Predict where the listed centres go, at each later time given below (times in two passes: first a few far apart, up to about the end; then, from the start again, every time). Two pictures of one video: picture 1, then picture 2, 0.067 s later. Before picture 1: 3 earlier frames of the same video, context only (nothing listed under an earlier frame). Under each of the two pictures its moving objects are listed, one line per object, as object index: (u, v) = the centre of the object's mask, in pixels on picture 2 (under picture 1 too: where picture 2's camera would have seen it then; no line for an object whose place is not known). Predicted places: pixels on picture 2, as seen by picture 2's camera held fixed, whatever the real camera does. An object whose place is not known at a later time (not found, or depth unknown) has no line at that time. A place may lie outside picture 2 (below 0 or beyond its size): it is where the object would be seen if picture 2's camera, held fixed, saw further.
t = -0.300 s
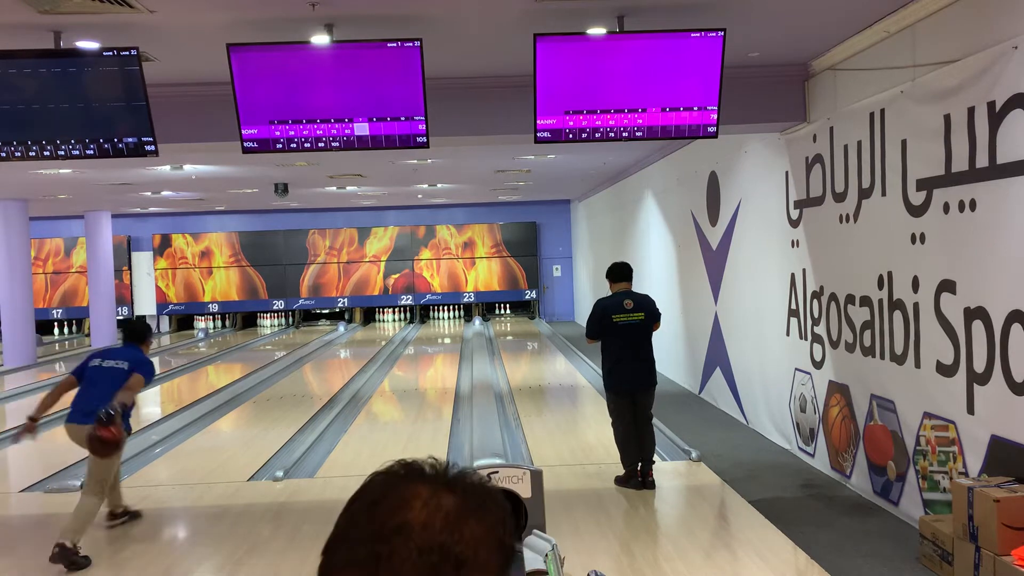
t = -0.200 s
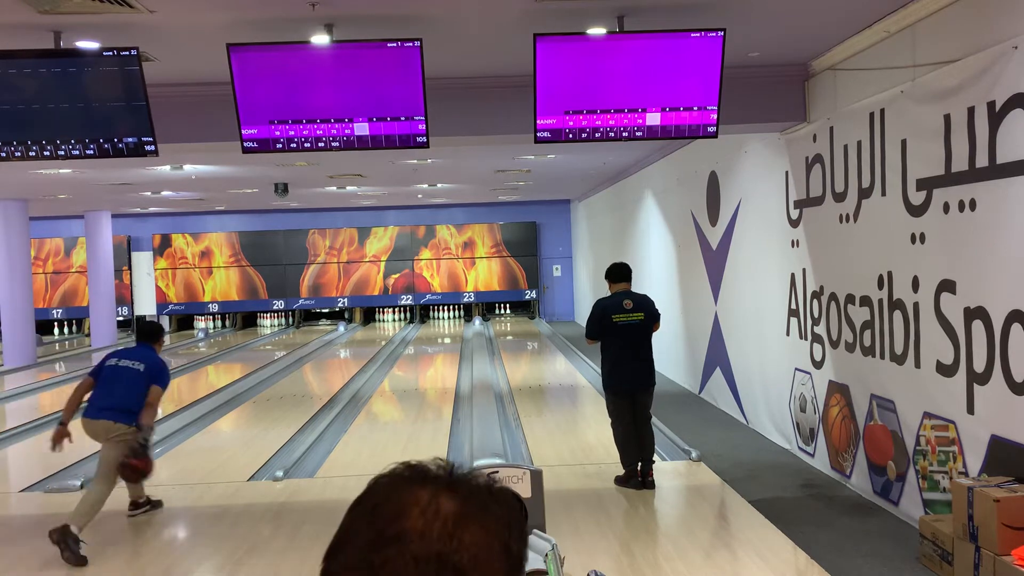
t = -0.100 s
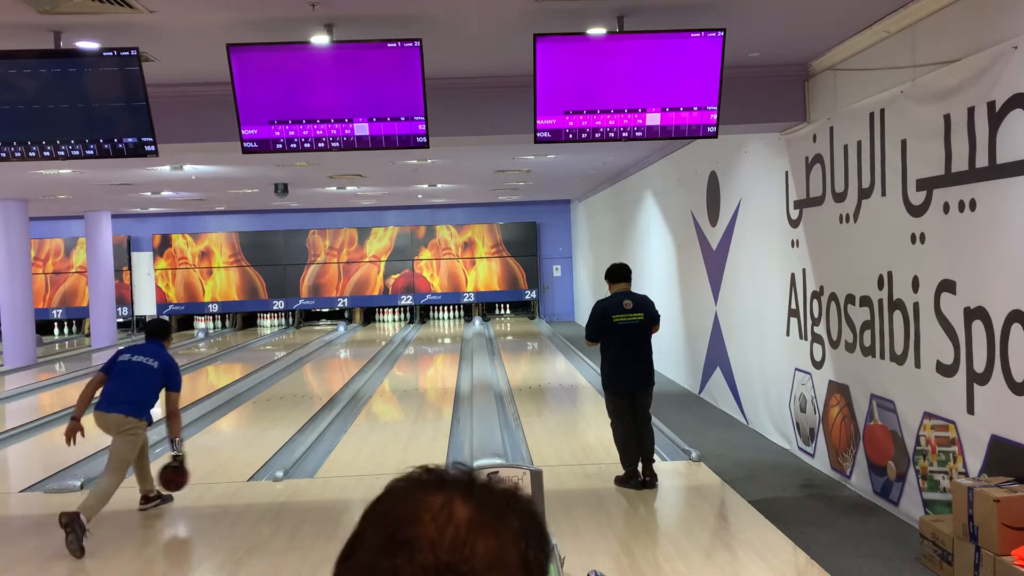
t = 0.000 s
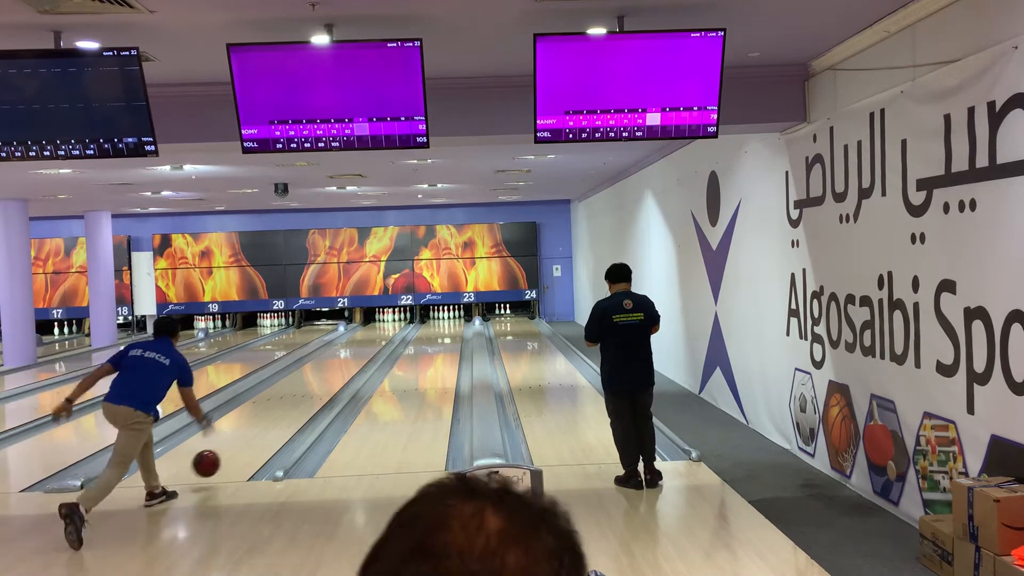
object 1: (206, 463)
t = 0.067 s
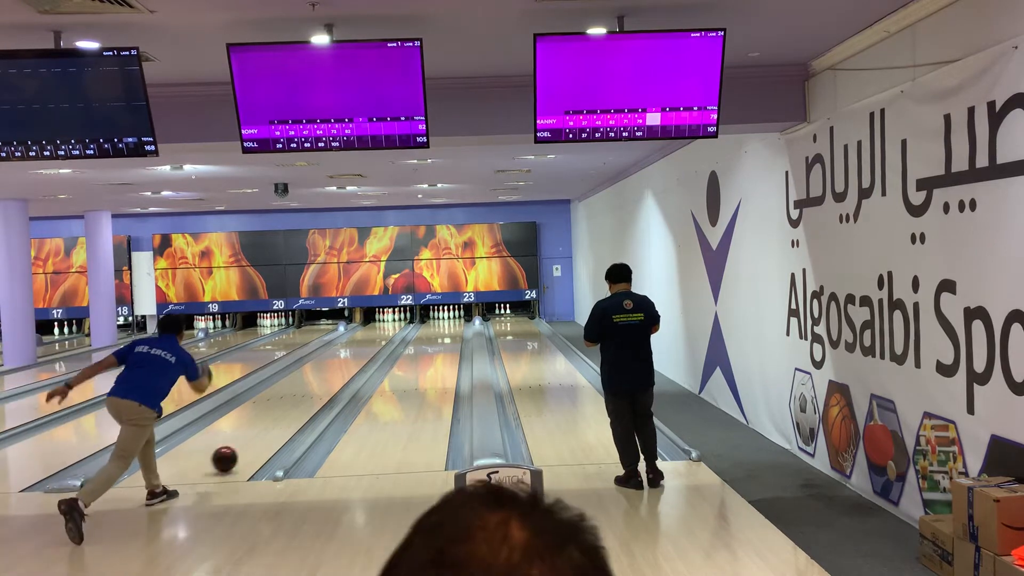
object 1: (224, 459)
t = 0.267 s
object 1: (267, 428)
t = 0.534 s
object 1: (305, 398)
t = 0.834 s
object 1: (334, 375)
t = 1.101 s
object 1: (352, 360)
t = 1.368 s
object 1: (366, 349)
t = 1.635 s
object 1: (377, 340)
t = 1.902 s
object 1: (385, 333)
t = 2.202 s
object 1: (390, 327)
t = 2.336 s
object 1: (392, 325)
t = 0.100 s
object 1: (233, 454)
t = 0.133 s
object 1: (240, 448)
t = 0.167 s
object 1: (247, 443)
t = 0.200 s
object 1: (254, 437)
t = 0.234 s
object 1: (260, 432)
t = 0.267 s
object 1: (267, 428)
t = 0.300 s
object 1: (272, 423)
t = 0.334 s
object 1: (278, 419)
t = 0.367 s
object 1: (283, 415)
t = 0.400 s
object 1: (288, 411)
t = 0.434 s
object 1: (292, 407)
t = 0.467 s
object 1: (297, 404)
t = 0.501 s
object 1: (301, 401)
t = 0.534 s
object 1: (305, 398)
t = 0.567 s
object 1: (309, 395)
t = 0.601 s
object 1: (312, 392)
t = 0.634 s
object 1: (316, 389)
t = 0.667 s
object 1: (319, 387)
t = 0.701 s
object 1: (323, 384)
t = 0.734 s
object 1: (326, 382)
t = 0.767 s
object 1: (328, 379)
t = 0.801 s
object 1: (331, 377)
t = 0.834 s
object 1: (334, 375)
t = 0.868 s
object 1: (337, 373)
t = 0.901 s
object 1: (339, 371)
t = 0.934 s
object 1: (342, 369)
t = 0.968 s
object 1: (344, 367)
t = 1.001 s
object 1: (346, 365)
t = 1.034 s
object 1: (348, 364)
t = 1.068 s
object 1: (350, 362)
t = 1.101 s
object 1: (352, 360)
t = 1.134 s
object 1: (355, 358)
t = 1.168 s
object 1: (356, 357)
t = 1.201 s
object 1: (358, 355)
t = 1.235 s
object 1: (360, 354)
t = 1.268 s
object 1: (362, 353)
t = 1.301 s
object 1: (363, 351)
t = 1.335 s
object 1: (365, 350)
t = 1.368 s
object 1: (366, 349)
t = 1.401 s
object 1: (368, 348)
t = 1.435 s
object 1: (369, 346)
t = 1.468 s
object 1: (371, 345)
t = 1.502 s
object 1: (372, 344)
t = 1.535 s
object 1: (373, 343)
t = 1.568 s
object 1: (375, 342)
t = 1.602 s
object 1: (376, 341)
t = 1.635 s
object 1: (377, 340)
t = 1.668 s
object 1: (378, 339)
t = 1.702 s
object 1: (379, 338)
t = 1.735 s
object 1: (380, 337)
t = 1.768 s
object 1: (381, 336)
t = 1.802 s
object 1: (382, 335)
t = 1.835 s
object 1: (383, 335)
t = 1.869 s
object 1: (384, 334)
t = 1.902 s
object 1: (385, 333)
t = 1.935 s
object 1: (386, 332)
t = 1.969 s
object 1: (386, 332)
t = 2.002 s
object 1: (387, 331)
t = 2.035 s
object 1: (388, 330)
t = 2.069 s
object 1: (388, 329)
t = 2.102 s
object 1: (389, 329)
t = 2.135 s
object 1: (389, 328)
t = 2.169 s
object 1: (390, 327)
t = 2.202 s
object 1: (390, 327)
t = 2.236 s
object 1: (391, 326)
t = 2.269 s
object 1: (391, 325)
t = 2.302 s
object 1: (392, 325)
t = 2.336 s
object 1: (392, 325)
